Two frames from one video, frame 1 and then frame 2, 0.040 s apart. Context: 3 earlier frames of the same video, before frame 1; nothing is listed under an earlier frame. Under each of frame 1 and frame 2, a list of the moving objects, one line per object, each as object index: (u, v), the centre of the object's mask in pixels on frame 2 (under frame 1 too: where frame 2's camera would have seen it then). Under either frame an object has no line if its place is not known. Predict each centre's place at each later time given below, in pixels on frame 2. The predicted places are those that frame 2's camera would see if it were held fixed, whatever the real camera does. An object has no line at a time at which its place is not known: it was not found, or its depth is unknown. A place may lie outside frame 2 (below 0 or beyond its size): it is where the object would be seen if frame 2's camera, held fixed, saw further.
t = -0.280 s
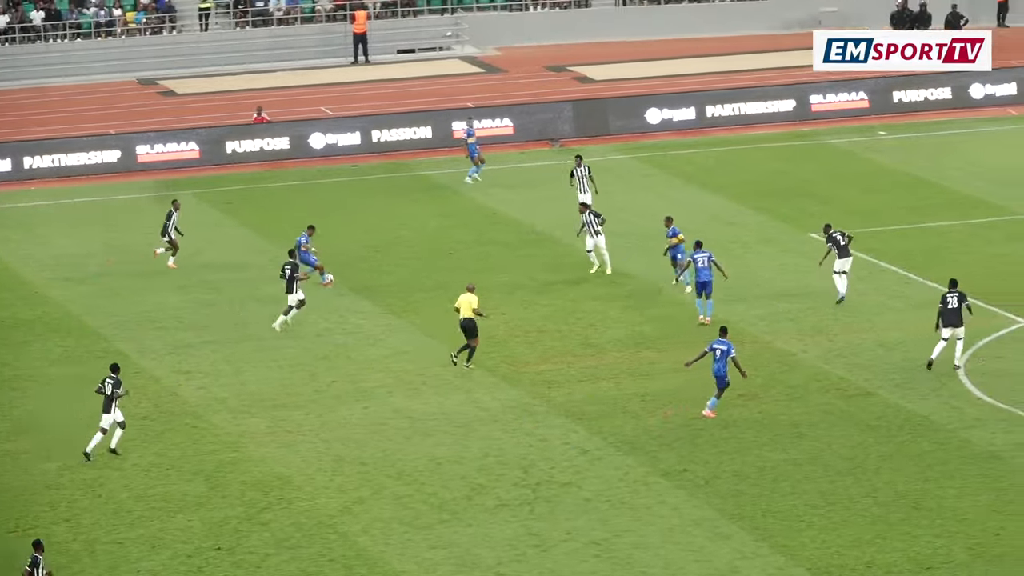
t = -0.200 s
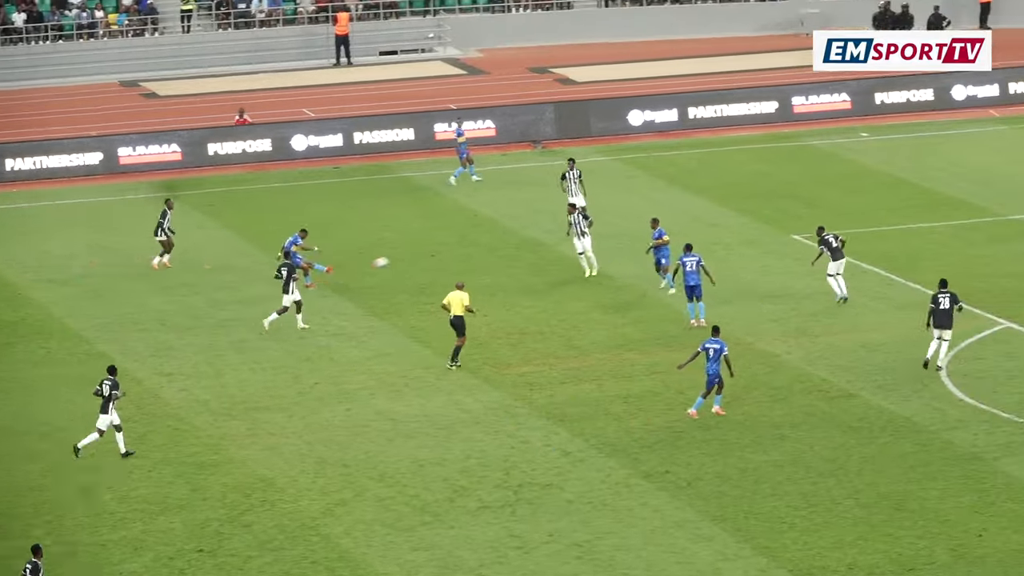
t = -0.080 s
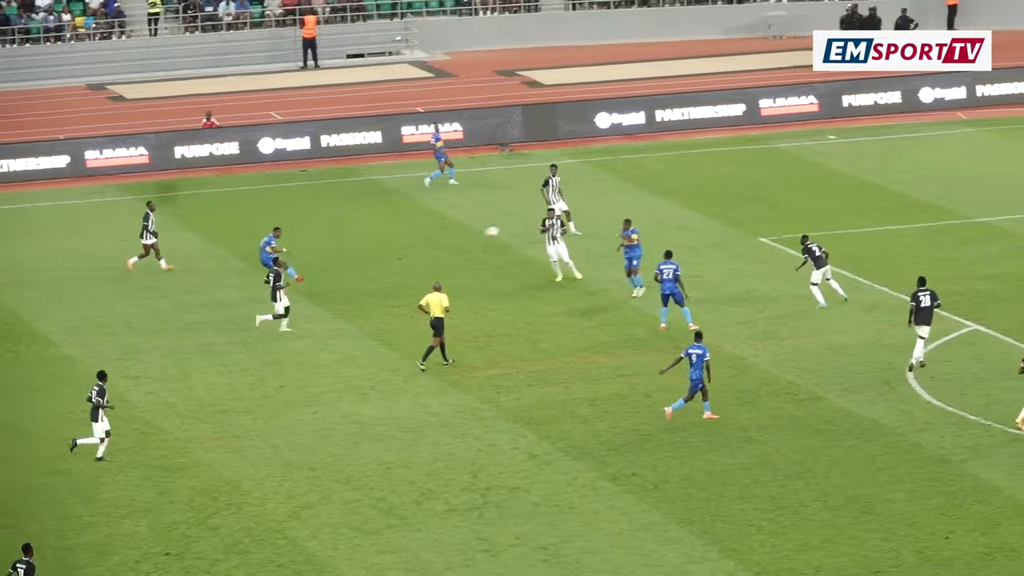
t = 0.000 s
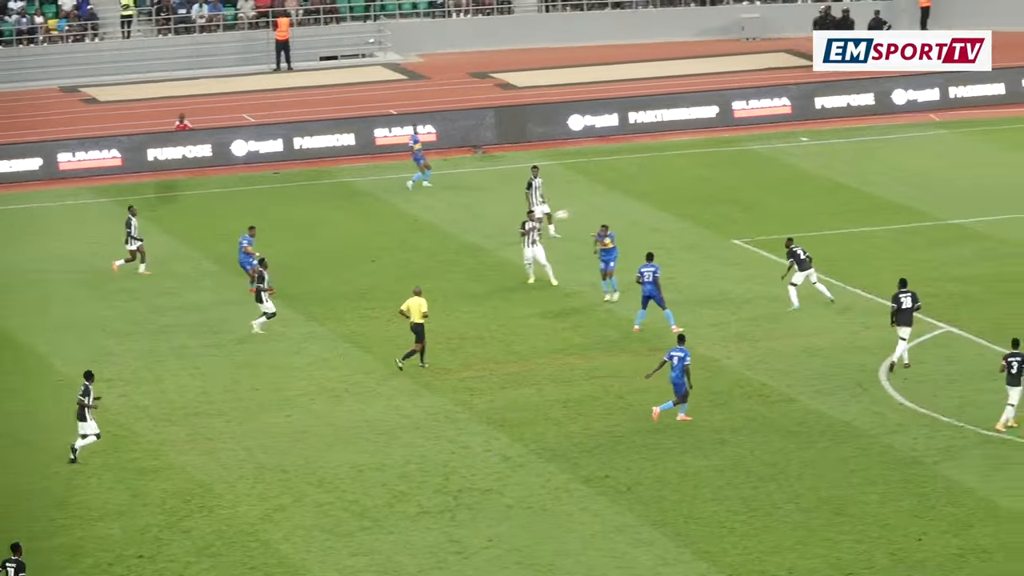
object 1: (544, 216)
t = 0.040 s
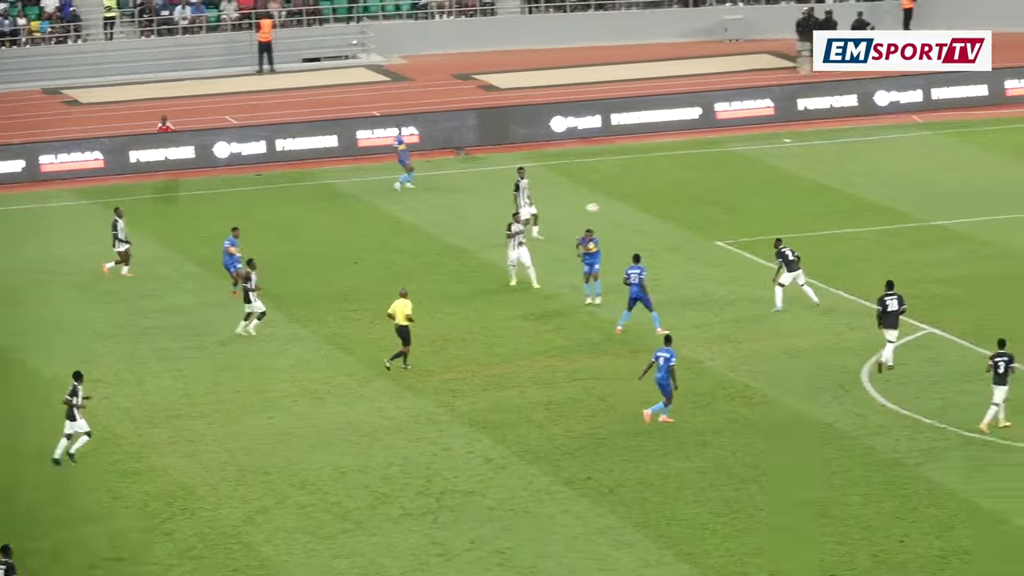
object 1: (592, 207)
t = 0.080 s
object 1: (638, 200)
